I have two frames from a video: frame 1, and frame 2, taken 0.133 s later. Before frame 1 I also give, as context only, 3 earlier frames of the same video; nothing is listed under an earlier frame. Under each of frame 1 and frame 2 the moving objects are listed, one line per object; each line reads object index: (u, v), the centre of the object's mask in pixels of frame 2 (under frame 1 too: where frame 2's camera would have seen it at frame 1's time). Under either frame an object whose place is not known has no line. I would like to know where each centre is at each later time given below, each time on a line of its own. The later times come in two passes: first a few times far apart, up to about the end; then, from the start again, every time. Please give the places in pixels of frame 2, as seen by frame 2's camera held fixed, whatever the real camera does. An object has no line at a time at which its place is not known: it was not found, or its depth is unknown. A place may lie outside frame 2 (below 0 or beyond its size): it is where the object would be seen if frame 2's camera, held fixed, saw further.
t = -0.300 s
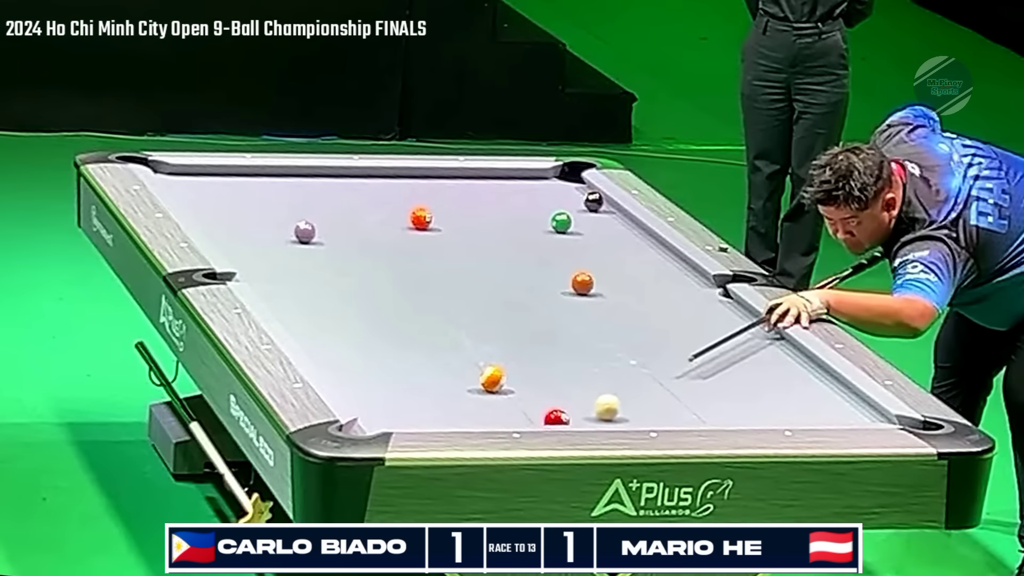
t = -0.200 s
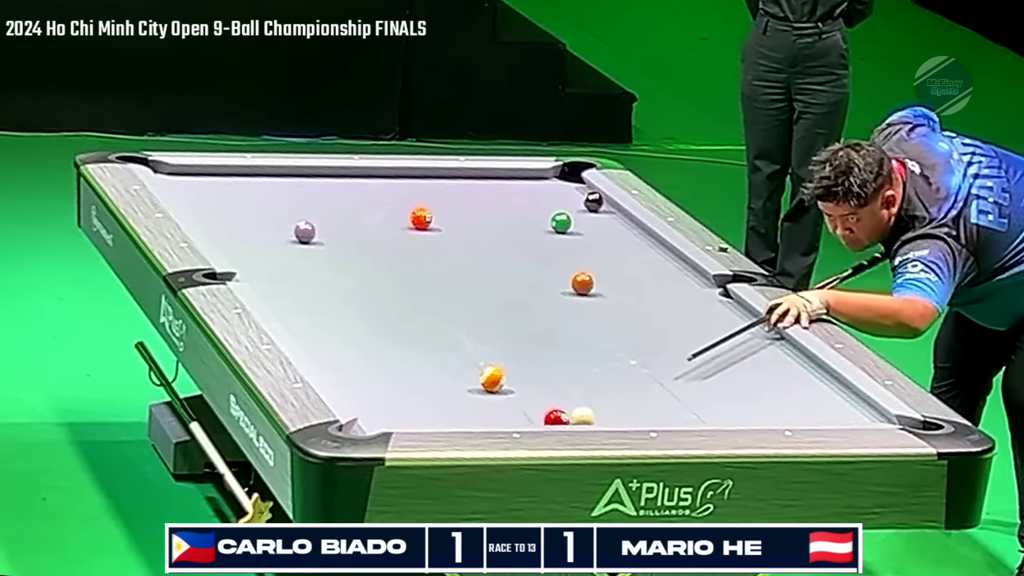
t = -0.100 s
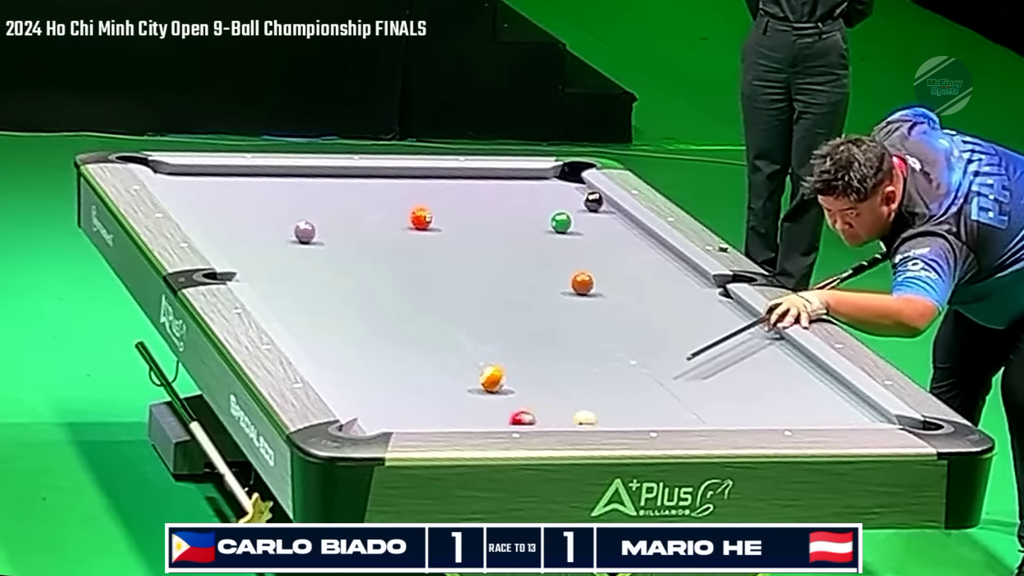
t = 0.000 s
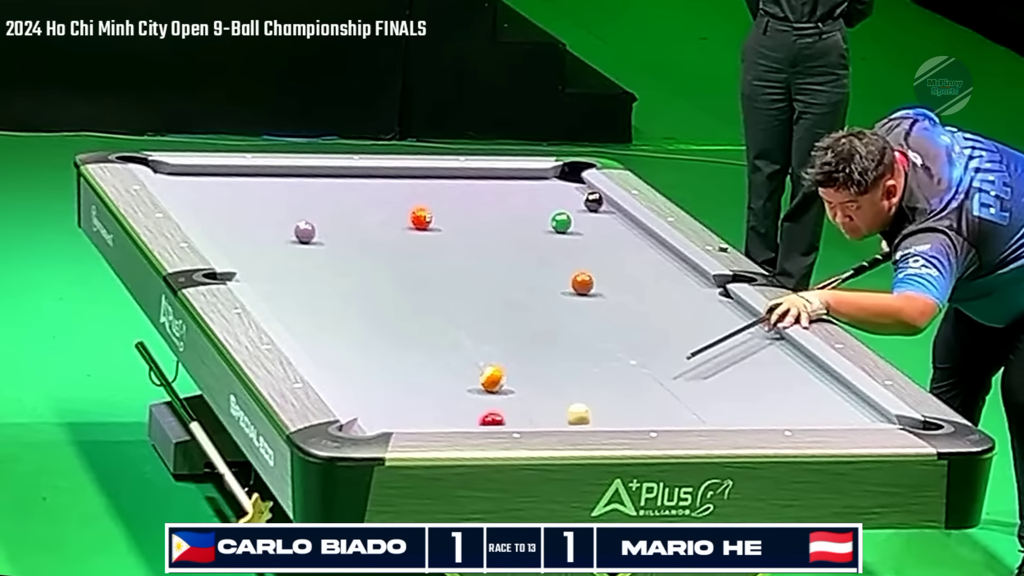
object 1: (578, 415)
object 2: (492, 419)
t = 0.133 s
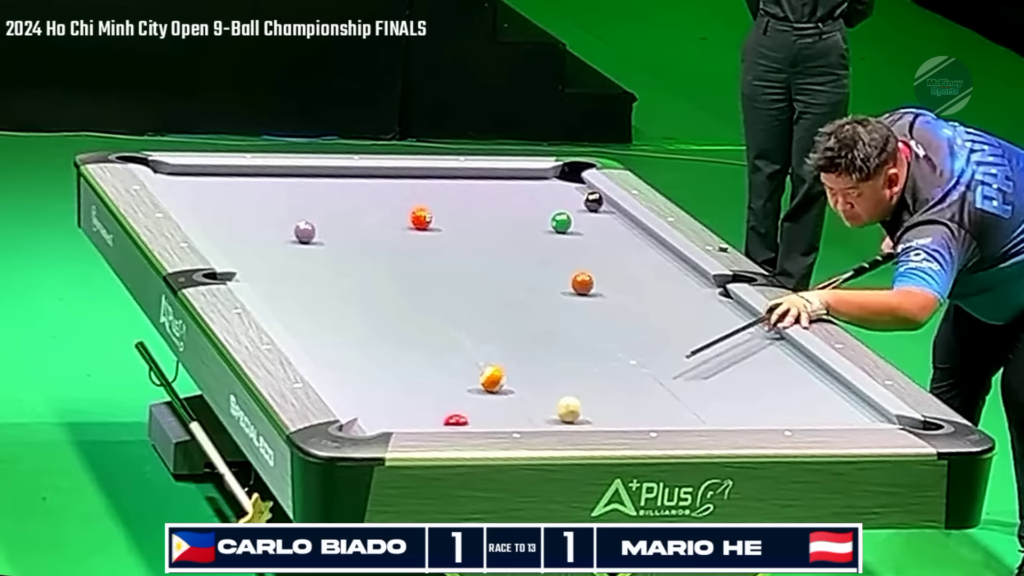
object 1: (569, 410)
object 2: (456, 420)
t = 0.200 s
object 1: (564, 406)
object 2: (438, 421)
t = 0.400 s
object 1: (550, 397)
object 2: (384, 422)
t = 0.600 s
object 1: (537, 389)
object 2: (367, 429)
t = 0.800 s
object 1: (525, 380)
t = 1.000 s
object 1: (514, 373)
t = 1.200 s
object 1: (504, 364)
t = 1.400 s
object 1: (492, 358)
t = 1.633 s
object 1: (479, 352)
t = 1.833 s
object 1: (470, 347)
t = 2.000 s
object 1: (463, 343)
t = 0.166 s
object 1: (566, 408)
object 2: (446, 420)
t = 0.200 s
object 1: (564, 406)
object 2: (438, 421)
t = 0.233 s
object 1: (562, 405)
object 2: (428, 421)
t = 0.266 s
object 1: (559, 404)
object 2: (420, 421)
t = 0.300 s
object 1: (557, 402)
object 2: (411, 421)
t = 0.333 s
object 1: (555, 400)
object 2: (402, 421)
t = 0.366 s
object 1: (553, 398)
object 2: (393, 421)
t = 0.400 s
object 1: (550, 397)
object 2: (384, 422)
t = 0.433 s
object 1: (548, 396)
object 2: (375, 423)
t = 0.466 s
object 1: (546, 394)
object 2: (367, 424)
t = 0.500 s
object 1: (544, 393)
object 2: (365, 425)
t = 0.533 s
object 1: (541, 391)
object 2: (366, 426)
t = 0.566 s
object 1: (539, 390)
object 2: (367, 427)
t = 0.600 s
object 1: (537, 389)
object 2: (367, 429)
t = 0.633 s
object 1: (535, 387)
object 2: (364, 432)
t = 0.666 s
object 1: (533, 386)
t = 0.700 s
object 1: (531, 385)
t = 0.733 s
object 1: (529, 383)
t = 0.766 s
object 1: (527, 382)
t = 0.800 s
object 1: (525, 380)
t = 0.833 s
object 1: (523, 379)
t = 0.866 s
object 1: (521, 378)
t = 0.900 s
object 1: (519, 377)
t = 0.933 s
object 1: (517, 376)
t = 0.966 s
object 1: (516, 375)
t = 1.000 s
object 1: (514, 373)
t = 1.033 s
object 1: (513, 372)
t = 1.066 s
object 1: (511, 371)
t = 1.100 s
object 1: (510, 369)
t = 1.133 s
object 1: (508, 367)
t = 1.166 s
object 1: (507, 366)
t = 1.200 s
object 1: (504, 364)
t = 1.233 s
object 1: (503, 363)
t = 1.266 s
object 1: (501, 362)
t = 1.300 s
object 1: (499, 361)
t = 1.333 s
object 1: (497, 359)
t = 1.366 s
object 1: (494, 358)
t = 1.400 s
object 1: (492, 358)
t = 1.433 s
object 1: (490, 358)
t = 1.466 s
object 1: (488, 357)
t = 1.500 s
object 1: (486, 356)
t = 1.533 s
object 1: (484, 356)
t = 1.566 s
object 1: (483, 355)
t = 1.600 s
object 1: (481, 354)
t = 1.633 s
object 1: (479, 352)
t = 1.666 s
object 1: (478, 352)
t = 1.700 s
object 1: (476, 351)
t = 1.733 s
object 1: (475, 350)
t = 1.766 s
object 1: (473, 349)
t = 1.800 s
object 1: (472, 348)
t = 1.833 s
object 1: (470, 347)
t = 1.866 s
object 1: (469, 346)
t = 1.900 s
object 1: (467, 345)
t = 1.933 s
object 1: (466, 344)
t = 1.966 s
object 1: (464, 344)
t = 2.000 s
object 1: (463, 343)
